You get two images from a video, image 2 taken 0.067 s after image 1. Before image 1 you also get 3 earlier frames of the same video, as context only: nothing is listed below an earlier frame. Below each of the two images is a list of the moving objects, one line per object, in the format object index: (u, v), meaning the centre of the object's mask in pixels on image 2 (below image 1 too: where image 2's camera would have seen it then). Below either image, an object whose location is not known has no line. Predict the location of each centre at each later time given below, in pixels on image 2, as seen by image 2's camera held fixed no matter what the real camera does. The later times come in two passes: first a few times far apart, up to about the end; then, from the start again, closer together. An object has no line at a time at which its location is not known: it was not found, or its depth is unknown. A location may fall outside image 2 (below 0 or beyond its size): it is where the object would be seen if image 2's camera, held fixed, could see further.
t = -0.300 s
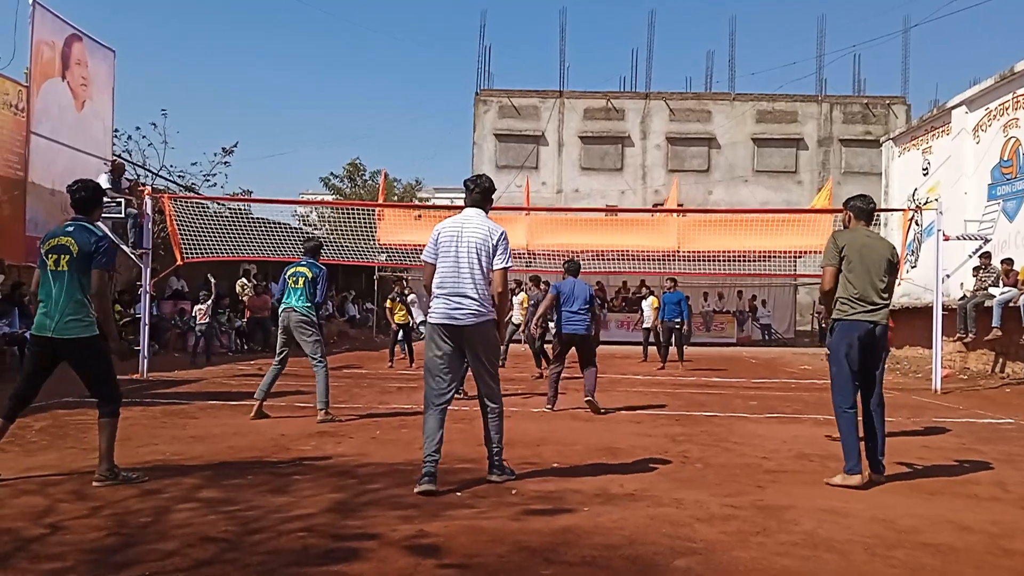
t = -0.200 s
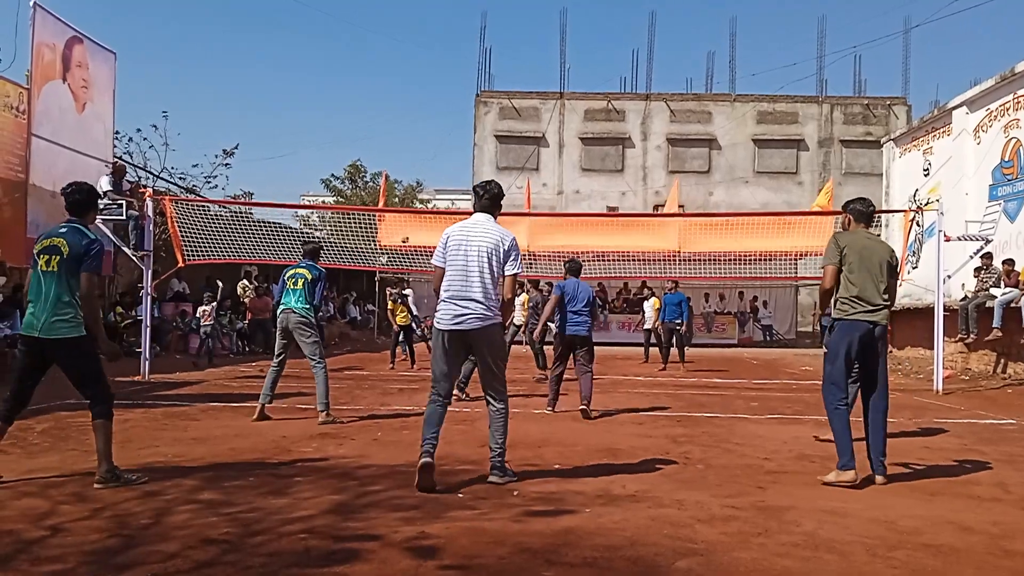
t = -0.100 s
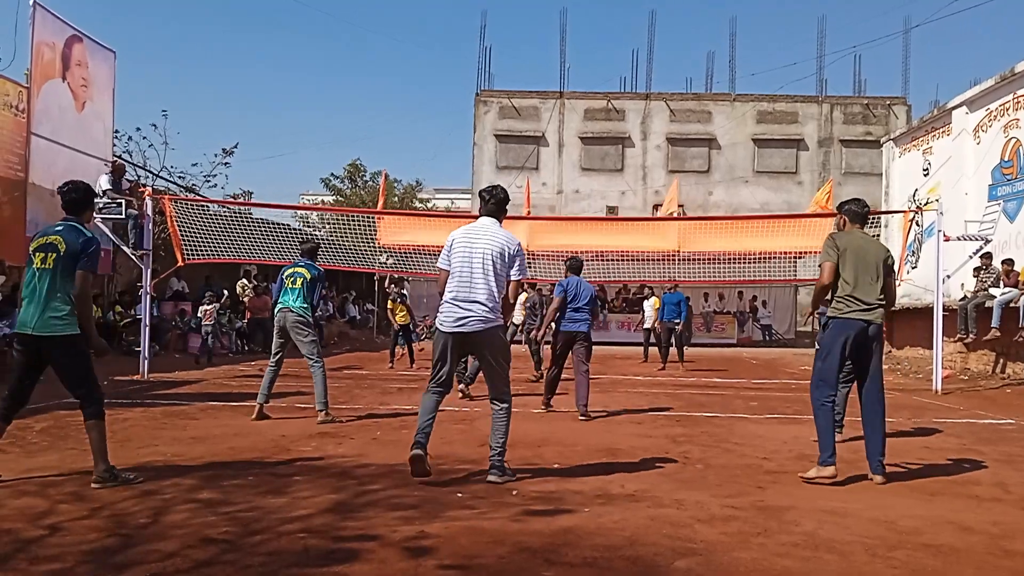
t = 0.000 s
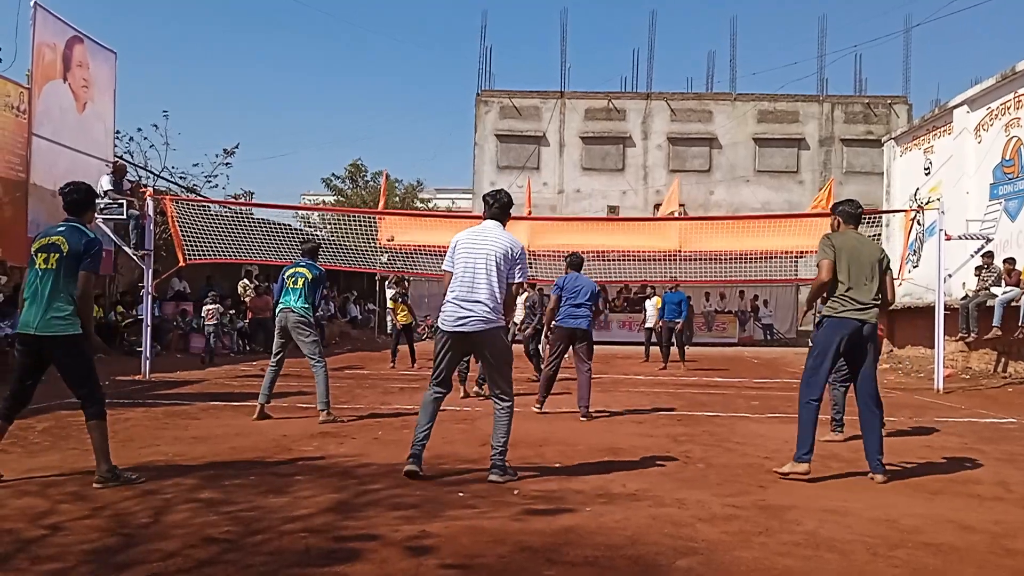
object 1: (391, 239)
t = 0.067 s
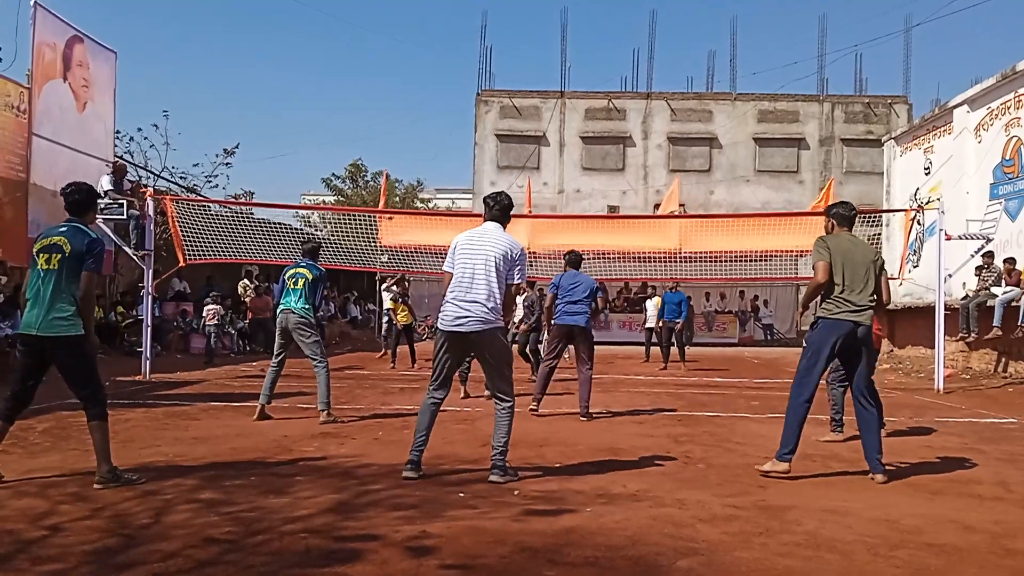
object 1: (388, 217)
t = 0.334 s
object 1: (387, 138)
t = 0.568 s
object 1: (382, 90)
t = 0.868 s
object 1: (371, 76)
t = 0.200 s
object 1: (388, 175)
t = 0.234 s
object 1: (388, 165)
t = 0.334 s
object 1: (387, 138)
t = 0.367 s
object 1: (386, 130)
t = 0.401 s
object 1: (386, 122)
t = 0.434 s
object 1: (385, 115)
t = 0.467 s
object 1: (385, 108)
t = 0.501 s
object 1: (384, 102)
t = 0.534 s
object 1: (383, 95)
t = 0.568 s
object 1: (382, 90)
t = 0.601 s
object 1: (381, 85)
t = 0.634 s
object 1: (381, 81)
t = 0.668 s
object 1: (380, 77)
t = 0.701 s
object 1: (379, 75)
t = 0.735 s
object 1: (377, 73)
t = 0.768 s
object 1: (376, 72)
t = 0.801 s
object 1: (374, 73)
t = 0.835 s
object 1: (373, 74)
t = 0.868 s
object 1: (371, 76)
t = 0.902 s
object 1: (370, 80)
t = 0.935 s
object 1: (368, 86)
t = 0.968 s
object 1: (366, 93)
